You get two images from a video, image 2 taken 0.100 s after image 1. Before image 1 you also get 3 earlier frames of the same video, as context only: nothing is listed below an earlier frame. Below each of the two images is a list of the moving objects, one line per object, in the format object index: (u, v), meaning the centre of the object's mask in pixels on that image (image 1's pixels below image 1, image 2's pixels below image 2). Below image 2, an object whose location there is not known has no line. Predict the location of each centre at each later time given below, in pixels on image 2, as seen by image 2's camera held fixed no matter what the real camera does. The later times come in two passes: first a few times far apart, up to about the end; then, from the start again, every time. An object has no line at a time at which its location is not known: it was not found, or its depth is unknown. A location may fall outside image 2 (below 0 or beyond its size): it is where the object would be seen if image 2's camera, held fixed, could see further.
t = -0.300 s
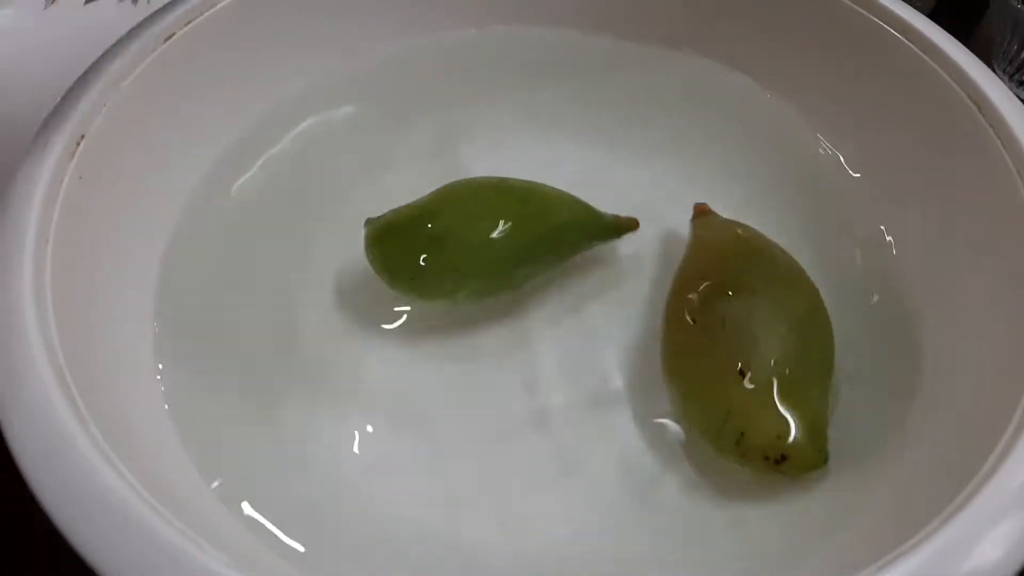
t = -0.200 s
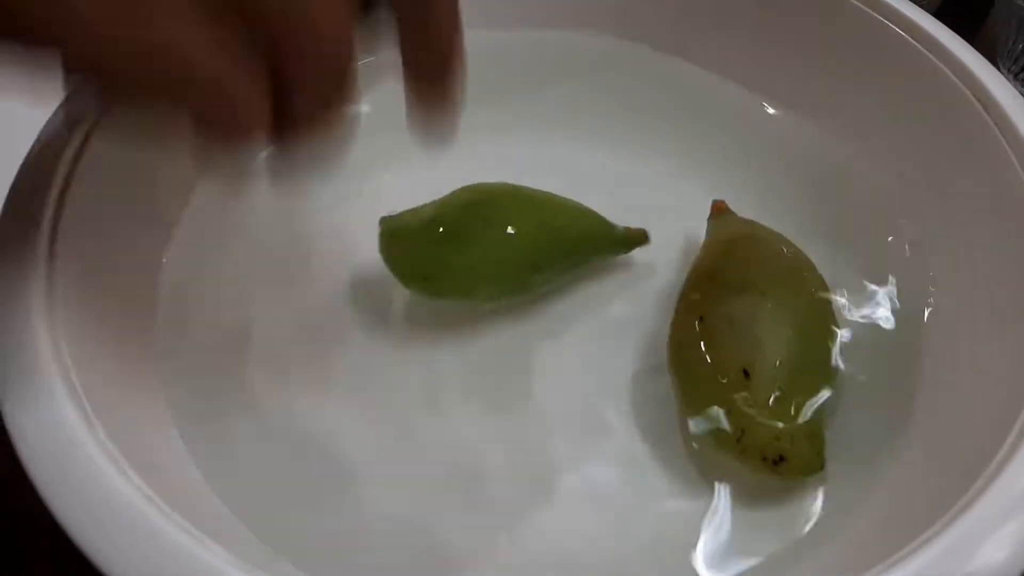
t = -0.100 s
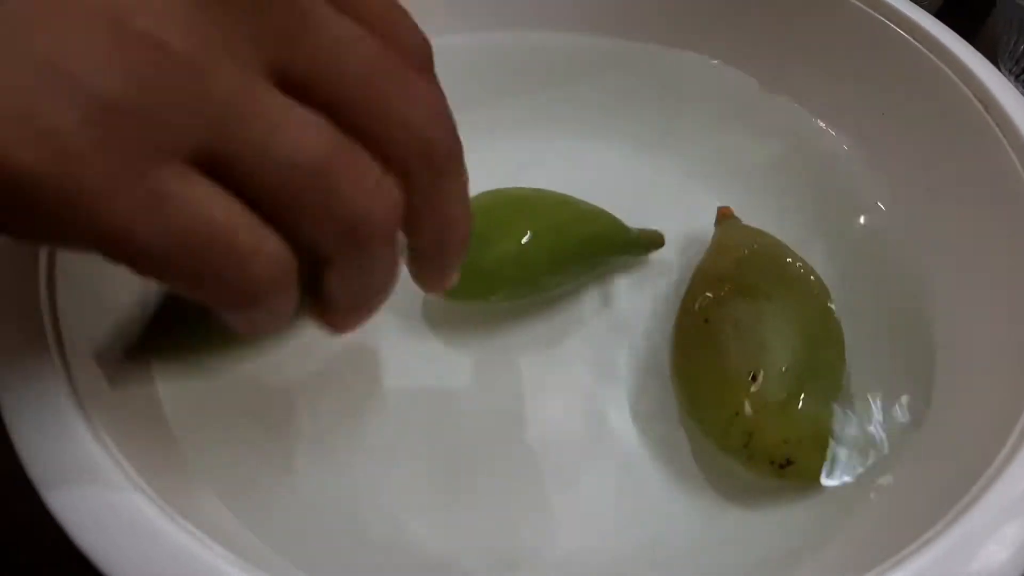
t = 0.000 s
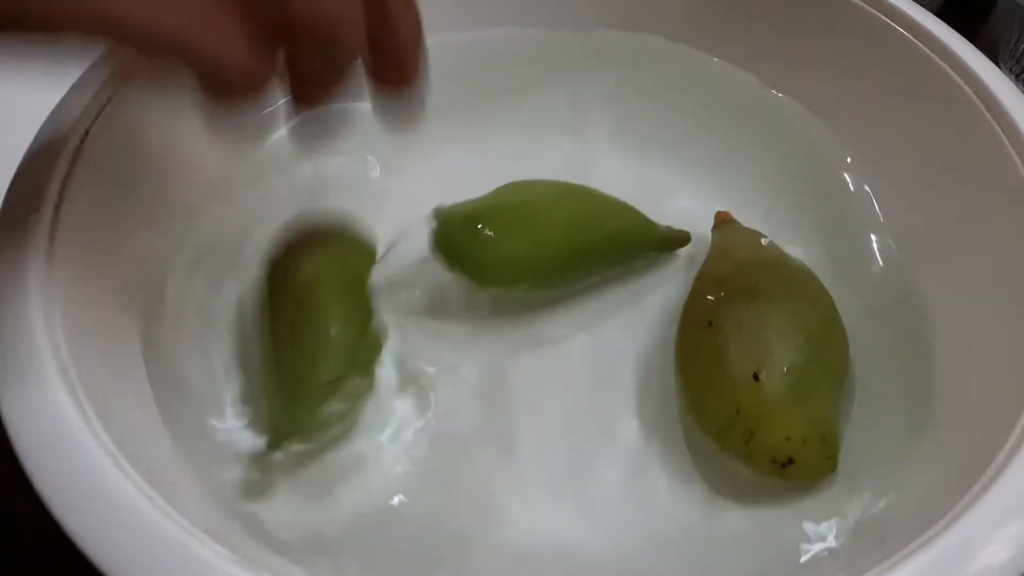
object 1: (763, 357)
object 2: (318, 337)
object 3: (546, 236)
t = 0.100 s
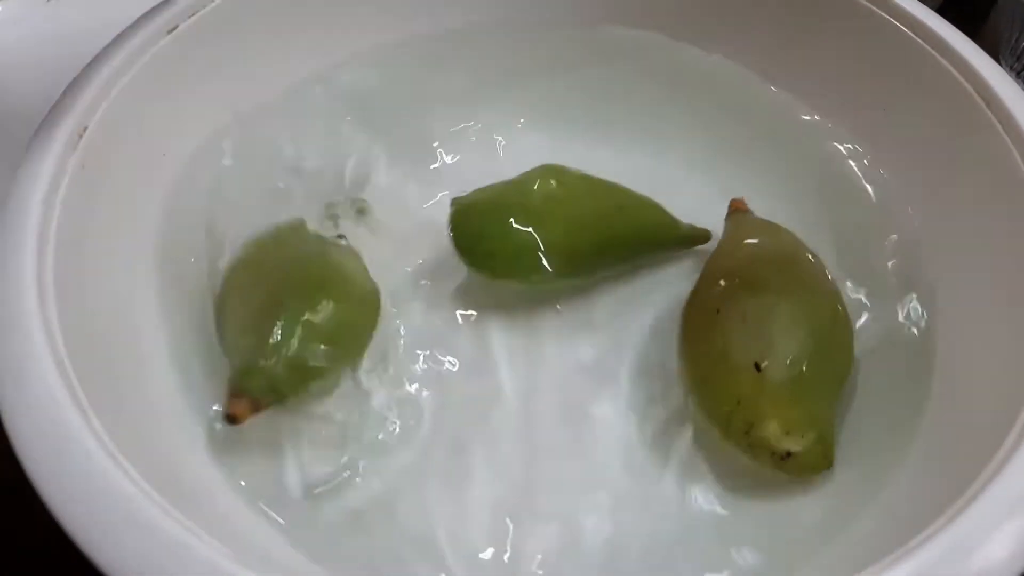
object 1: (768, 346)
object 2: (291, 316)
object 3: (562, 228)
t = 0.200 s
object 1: (776, 339)
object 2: (277, 298)
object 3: (580, 226)
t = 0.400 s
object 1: (767, 347)
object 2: (296, 302)
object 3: (594, 227)
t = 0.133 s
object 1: (770, 341)
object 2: (283, 308)
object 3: (571, 227)
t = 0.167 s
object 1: (773, 341)
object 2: (276, 302)
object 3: (578, 227)
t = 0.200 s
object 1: (776, 339)
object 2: (277, 298)
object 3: (580, 226)
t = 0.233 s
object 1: (778, 338)
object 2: (285, 296)
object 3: (582, 227)
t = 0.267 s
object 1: (779, 338)
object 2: (289, 296)
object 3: (583, 227)
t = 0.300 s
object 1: (778, 340)
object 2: (283, 300)
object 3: (586, 227)
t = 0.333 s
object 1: (776, 345)
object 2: (288, 301)
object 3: (589, 227)
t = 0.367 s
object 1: (770, 347)
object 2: (292, 301)
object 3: (592, 227)
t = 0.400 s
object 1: (767, 347)
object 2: (296, 302)
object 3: (594, 227)
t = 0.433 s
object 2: (296, 300)
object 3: (596, 229)
